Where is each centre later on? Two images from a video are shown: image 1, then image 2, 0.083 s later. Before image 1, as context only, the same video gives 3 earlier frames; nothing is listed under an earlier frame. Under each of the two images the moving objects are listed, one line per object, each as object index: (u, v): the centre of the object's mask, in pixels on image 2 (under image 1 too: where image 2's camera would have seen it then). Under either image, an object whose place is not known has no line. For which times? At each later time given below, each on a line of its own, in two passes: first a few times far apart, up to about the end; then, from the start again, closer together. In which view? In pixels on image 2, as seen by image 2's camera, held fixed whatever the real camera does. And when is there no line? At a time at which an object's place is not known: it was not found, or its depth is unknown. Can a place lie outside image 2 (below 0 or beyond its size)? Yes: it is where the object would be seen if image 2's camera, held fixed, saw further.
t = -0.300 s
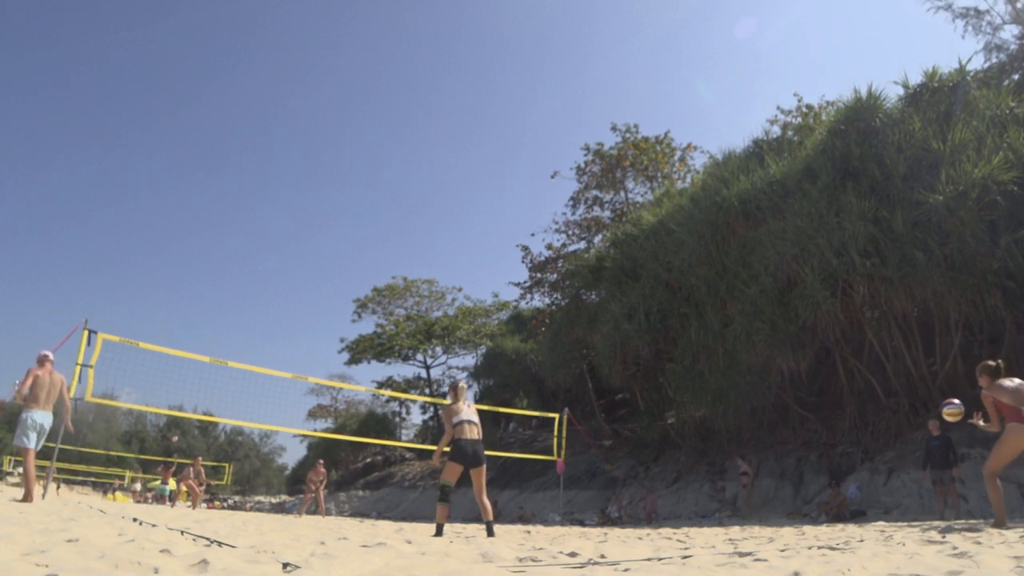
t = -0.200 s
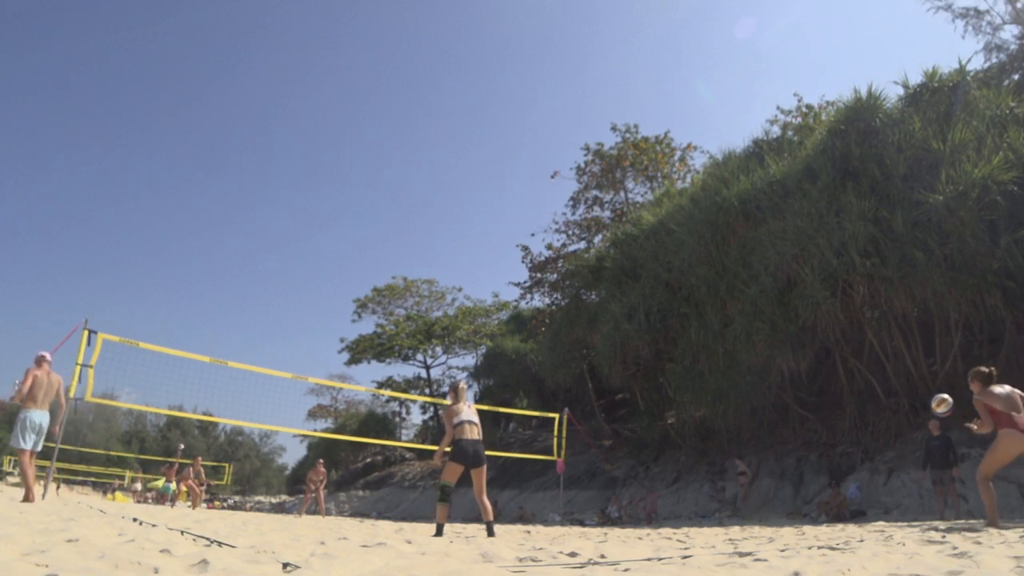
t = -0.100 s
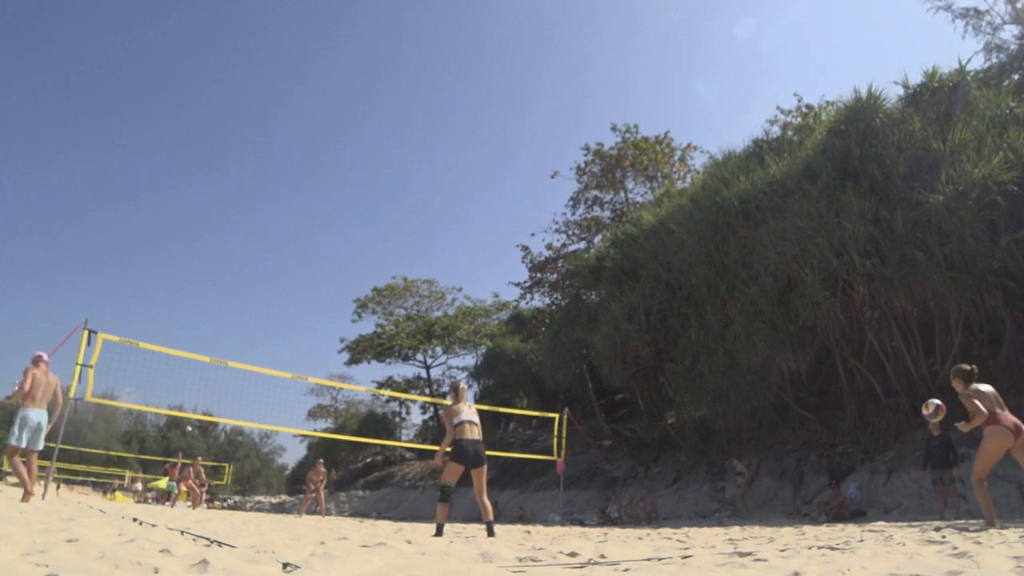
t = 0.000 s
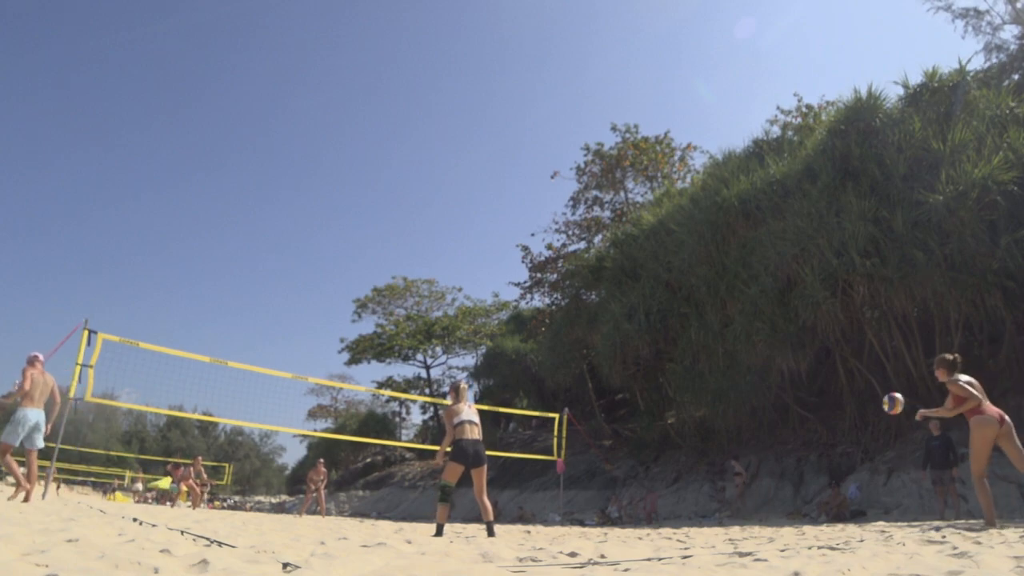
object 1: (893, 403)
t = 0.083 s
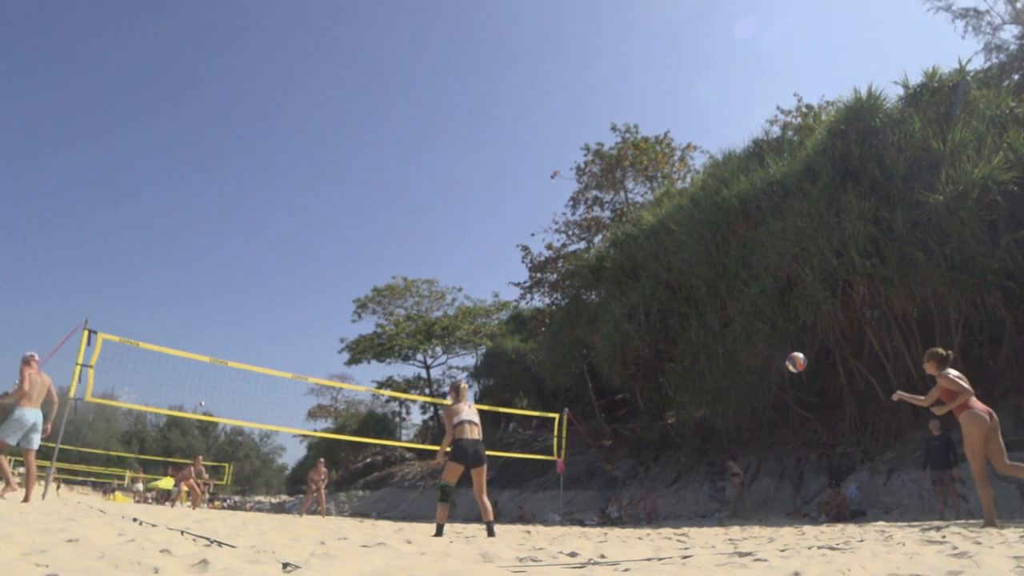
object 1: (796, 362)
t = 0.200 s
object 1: (688, 326)
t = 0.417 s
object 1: (547, 298)
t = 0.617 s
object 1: (454, 302)
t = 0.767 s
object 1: (401, 316)
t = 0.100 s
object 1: (779, 355)
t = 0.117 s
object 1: (762, 349)
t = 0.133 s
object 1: (746, 344)
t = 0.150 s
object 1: (731, 339)
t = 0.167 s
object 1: (716, 334)
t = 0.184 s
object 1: (701, 330)
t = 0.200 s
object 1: (688, 326)
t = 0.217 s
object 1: (675, 322)
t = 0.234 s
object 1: (662, 319)
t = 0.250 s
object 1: (649, 315)
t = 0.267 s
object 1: (638, 312)
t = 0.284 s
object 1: (626, 309)
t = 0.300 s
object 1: (615, 307)
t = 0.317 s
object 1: (605, 305)
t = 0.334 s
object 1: (594, 303)
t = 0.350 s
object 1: (584, 302)
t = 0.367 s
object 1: (574, 301)
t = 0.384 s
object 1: (565, 300)
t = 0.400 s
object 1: (556, 299)
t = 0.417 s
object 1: (547, 298)
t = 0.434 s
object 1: (538, 298)
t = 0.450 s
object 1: (529, 297)
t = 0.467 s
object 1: (521, 297)
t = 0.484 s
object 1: (513, 297)
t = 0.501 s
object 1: (505, 298)
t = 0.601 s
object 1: (461, 300)
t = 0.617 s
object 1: (454, 302)
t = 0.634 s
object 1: (448, 303)
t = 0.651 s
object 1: (442, 304)
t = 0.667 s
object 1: (436, 306)
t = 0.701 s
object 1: (425, 309)
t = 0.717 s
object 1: (418, 310)
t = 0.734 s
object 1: (413, 312)
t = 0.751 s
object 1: (408, 314)
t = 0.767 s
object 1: (401, 316)
